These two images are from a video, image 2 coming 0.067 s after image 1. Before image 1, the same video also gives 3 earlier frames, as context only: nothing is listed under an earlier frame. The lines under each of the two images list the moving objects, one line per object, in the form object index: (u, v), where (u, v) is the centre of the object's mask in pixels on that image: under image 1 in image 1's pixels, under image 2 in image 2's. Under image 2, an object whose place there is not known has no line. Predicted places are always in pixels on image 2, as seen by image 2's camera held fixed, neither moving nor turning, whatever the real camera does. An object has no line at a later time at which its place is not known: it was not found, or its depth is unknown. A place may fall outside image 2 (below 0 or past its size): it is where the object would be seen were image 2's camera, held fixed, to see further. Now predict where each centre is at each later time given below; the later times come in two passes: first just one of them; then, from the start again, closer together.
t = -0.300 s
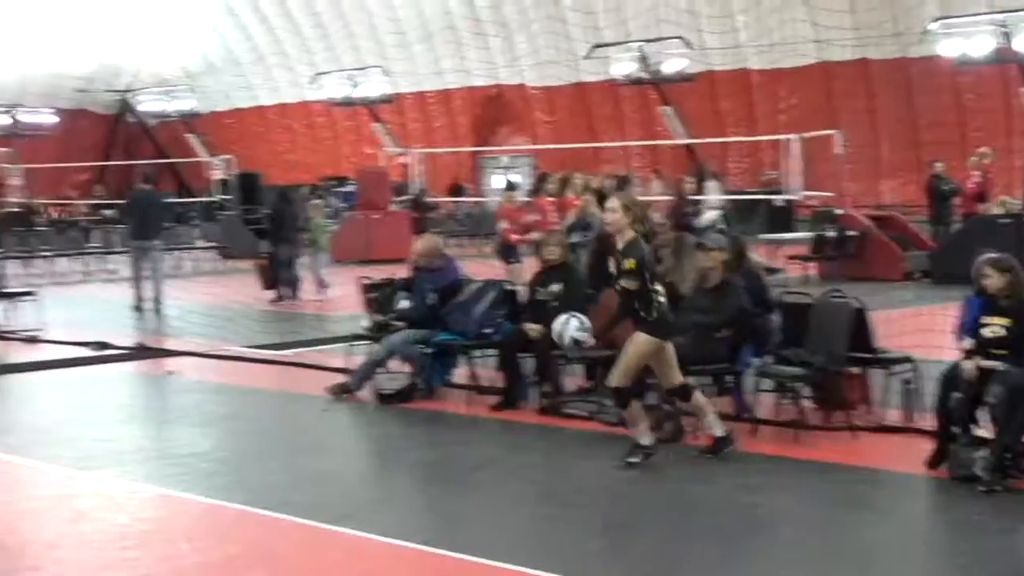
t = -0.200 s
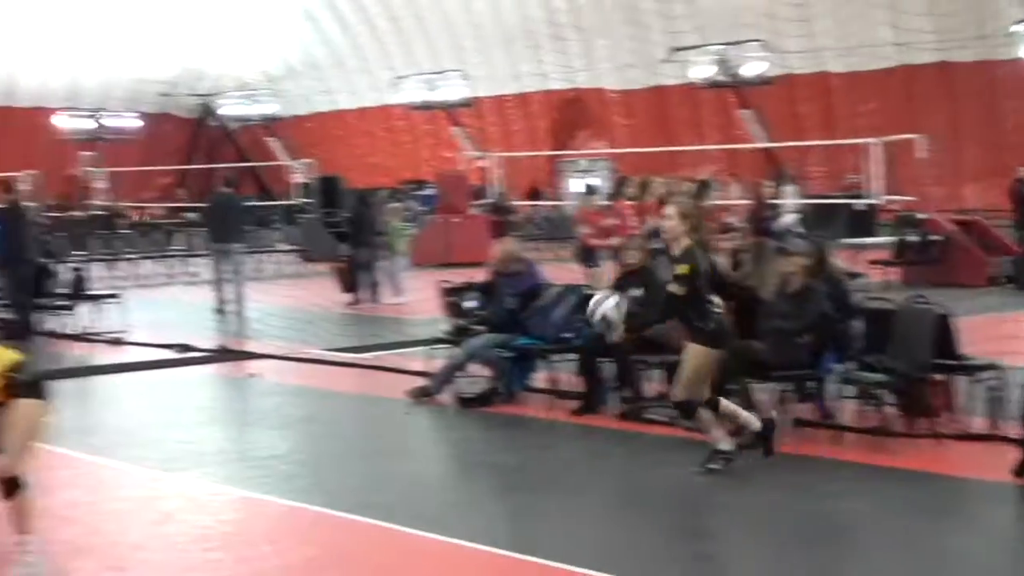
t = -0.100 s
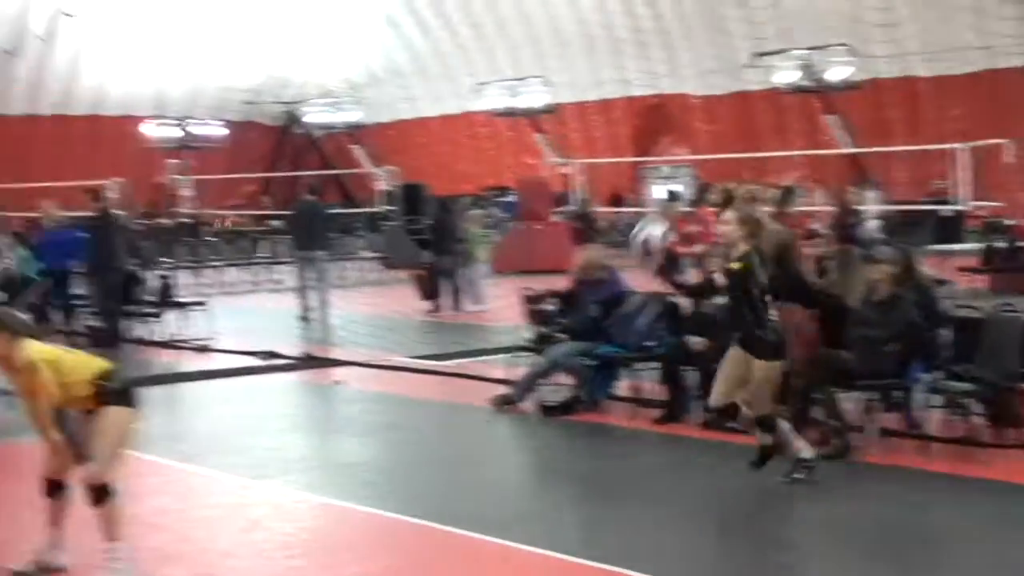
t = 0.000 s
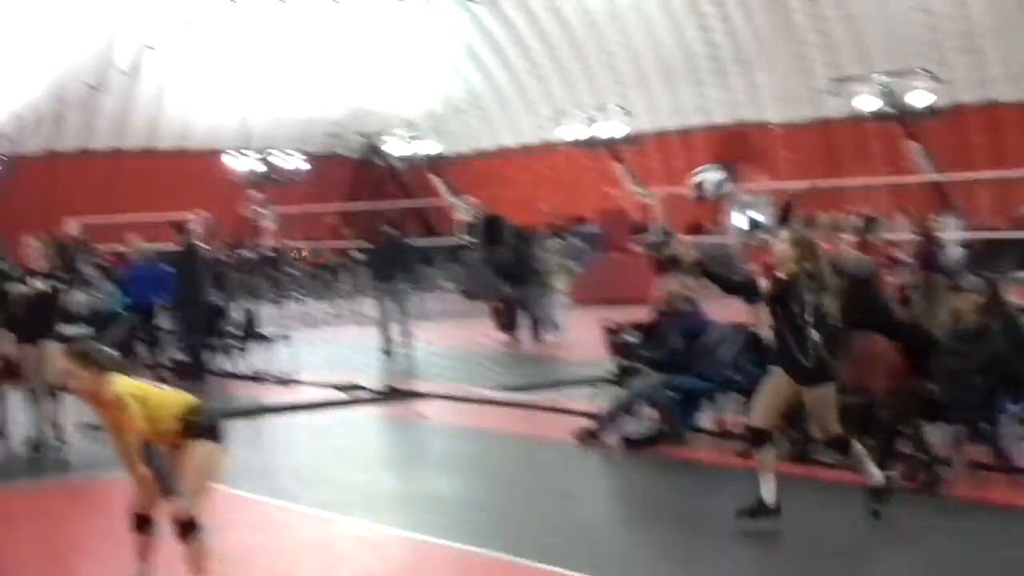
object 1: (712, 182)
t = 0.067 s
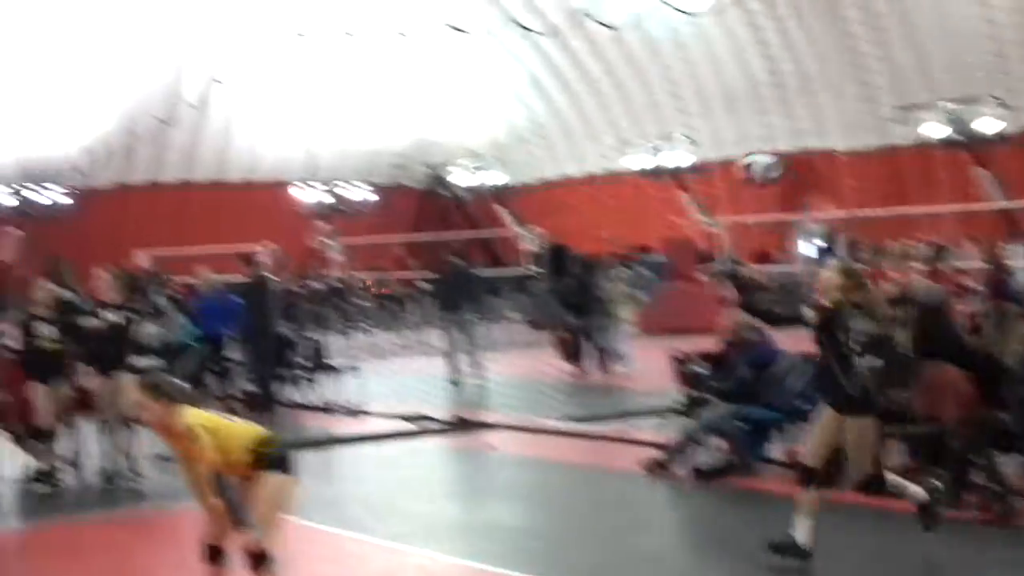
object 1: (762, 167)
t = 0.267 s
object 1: (712, 85)
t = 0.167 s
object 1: (735, 120)
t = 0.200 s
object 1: (728, 106)
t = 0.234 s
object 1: (719, 95)
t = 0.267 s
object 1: (712, 85)
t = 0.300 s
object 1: (703, 78)
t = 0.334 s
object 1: (694, 73)
